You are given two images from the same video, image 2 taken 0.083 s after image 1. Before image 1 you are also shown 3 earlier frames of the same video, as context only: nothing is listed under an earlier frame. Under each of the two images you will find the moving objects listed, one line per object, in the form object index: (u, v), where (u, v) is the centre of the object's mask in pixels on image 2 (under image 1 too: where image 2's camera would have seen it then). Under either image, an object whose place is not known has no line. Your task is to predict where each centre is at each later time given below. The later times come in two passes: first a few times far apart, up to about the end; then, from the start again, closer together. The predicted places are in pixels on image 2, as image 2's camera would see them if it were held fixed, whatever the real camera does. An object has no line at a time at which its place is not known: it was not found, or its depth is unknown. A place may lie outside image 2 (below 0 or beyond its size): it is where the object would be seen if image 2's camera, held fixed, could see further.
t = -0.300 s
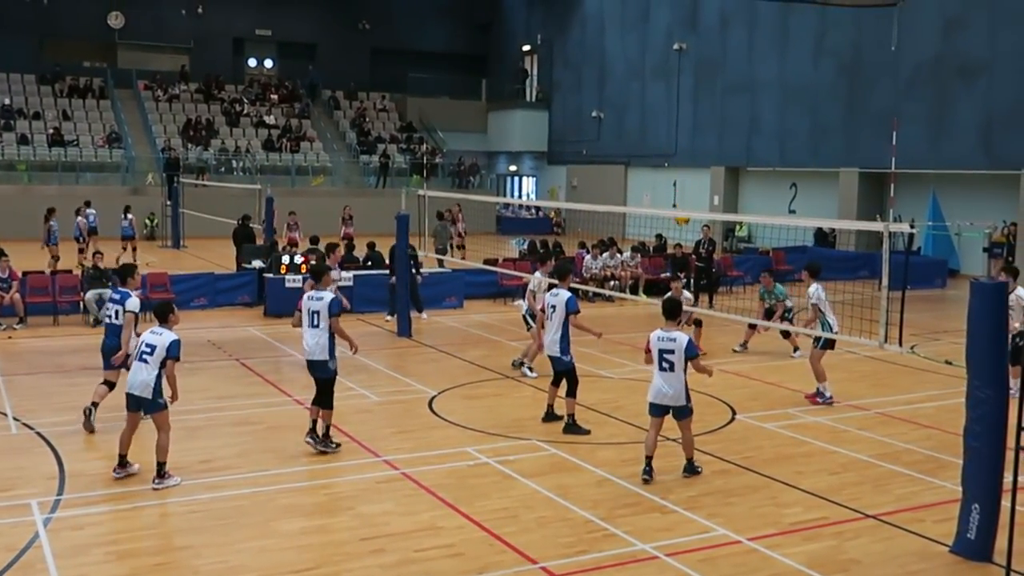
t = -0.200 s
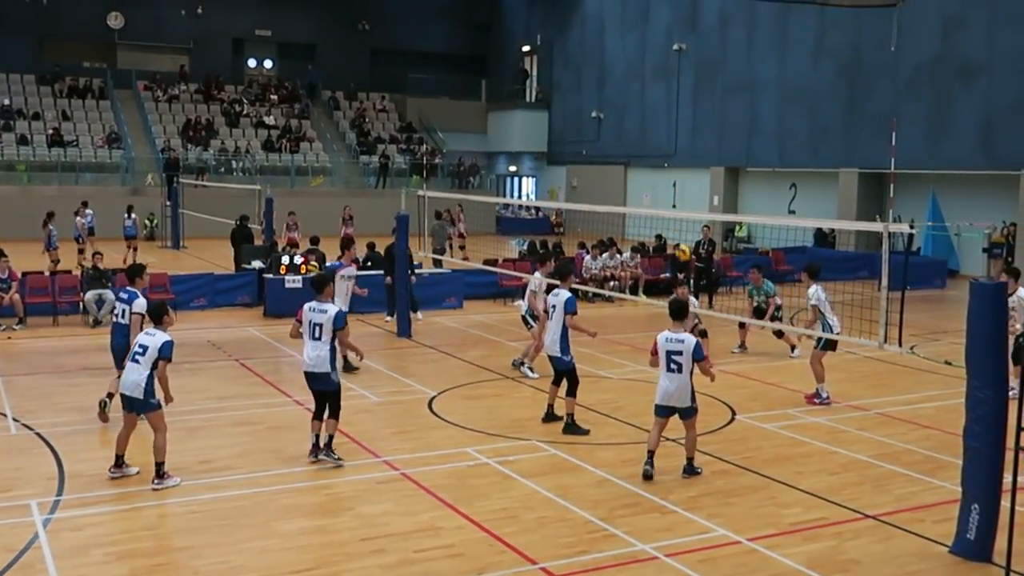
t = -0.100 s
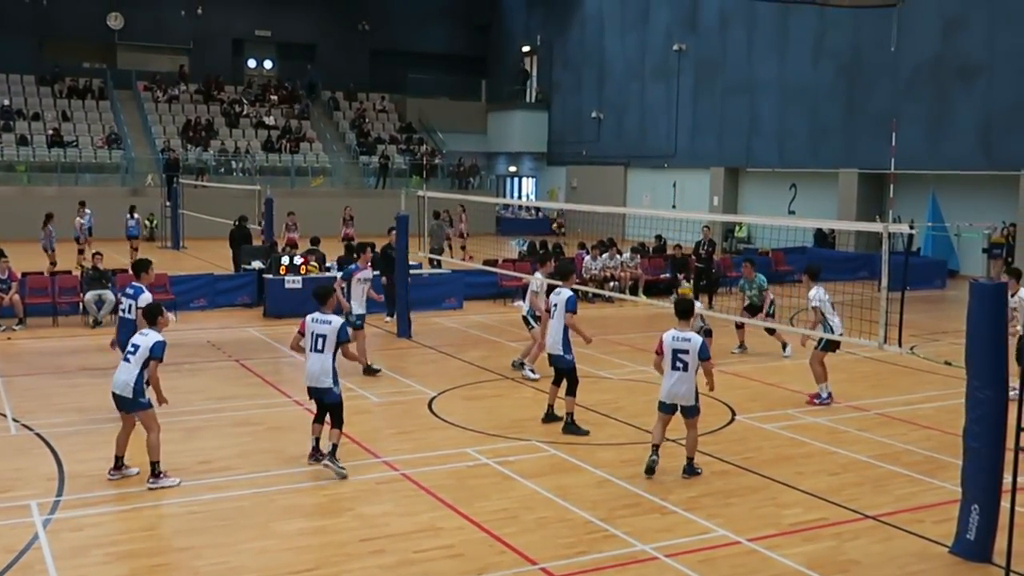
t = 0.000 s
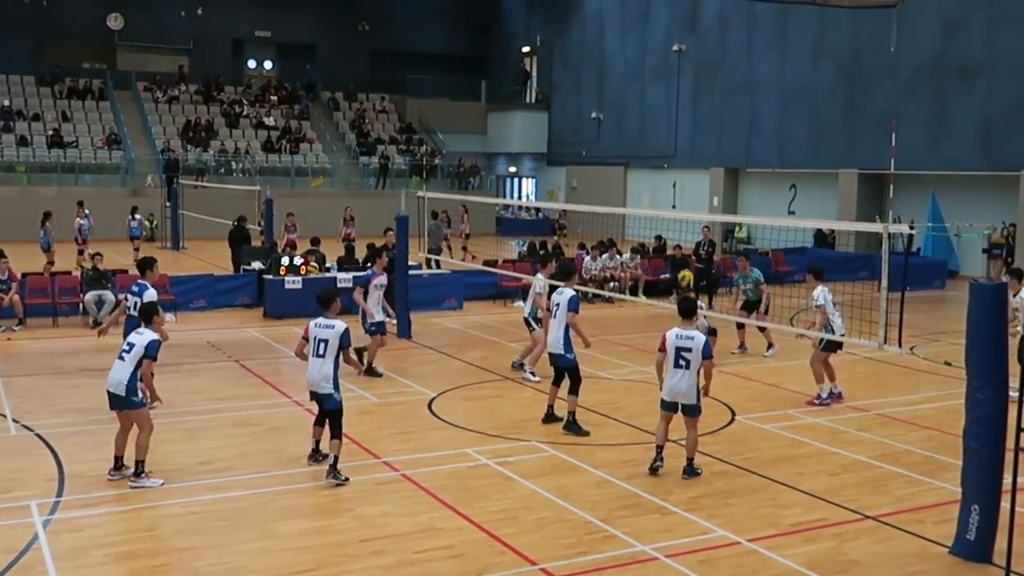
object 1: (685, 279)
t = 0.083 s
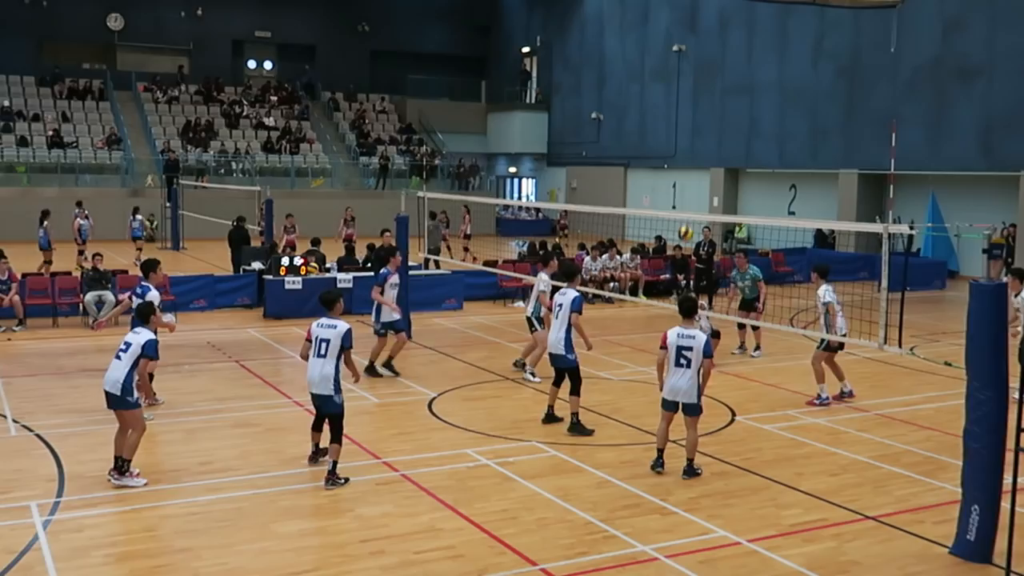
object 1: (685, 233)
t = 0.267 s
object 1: (684, 153)
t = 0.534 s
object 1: (679, 78)
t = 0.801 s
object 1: (672, 54)
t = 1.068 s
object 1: (663, 81)
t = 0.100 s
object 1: (685, 226)
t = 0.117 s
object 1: (685, 219)
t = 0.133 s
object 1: (686, 207)
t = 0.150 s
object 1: (684, 202)
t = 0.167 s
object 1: (684, 194)
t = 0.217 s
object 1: (684, 173)
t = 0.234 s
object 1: (684, 166)
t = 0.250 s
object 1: (684, 160)
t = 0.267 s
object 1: (684, 153)
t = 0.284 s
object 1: (683, 147)
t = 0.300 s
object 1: (683, 141)
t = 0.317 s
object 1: (683, 135)
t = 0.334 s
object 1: (683, 130)
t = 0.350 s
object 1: (682, 124)
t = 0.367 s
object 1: (682, 119)
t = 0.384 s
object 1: (682, 114)
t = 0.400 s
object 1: (682, 109)
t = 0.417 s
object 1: (682, 104)
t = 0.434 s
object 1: (681, 100)
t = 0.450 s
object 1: (681, 96)
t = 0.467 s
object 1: (680, 92)
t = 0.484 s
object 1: (680, 89)
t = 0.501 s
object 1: (680, 85)
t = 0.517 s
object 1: (679, 82)
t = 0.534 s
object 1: (679, 78)
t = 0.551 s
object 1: (678, 75)
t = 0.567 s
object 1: (678, 72)
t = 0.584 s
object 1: (677, 70)
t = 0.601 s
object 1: (677, 67)
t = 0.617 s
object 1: (677, 65)
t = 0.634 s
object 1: (677, 63)
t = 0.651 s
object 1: (676, 60)
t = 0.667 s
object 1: (676, 59)
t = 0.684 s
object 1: (676, 57)
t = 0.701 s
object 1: (675, 56)
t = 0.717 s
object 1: (674, 56)
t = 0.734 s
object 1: (674, 55)
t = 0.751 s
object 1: (673, 54)
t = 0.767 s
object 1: (673, 54)
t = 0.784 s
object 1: (673, 54)
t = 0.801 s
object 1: (672, 54)
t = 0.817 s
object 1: (672, 54)
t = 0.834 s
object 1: (671, 54)
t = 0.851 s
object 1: (671, 54)
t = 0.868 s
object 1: (671, 55)
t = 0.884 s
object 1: (671, 55)
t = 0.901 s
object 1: (670, 57)
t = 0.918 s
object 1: (669, 59)
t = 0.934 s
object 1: (669, 60)
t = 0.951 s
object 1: (668, 62)
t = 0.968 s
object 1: (667, 65)
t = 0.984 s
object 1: (666, 67)
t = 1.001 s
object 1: (666, 69)
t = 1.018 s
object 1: (665, 72)
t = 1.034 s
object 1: (664, 74)
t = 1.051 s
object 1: (664, 78)
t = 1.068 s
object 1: (663, 81)
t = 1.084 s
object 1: (663, 84)
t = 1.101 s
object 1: (662, 87)
